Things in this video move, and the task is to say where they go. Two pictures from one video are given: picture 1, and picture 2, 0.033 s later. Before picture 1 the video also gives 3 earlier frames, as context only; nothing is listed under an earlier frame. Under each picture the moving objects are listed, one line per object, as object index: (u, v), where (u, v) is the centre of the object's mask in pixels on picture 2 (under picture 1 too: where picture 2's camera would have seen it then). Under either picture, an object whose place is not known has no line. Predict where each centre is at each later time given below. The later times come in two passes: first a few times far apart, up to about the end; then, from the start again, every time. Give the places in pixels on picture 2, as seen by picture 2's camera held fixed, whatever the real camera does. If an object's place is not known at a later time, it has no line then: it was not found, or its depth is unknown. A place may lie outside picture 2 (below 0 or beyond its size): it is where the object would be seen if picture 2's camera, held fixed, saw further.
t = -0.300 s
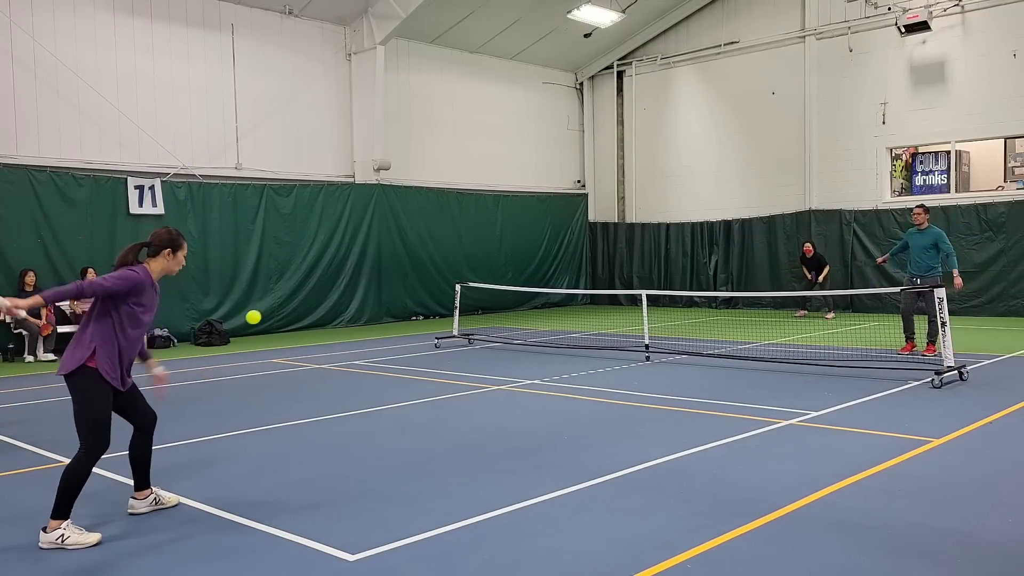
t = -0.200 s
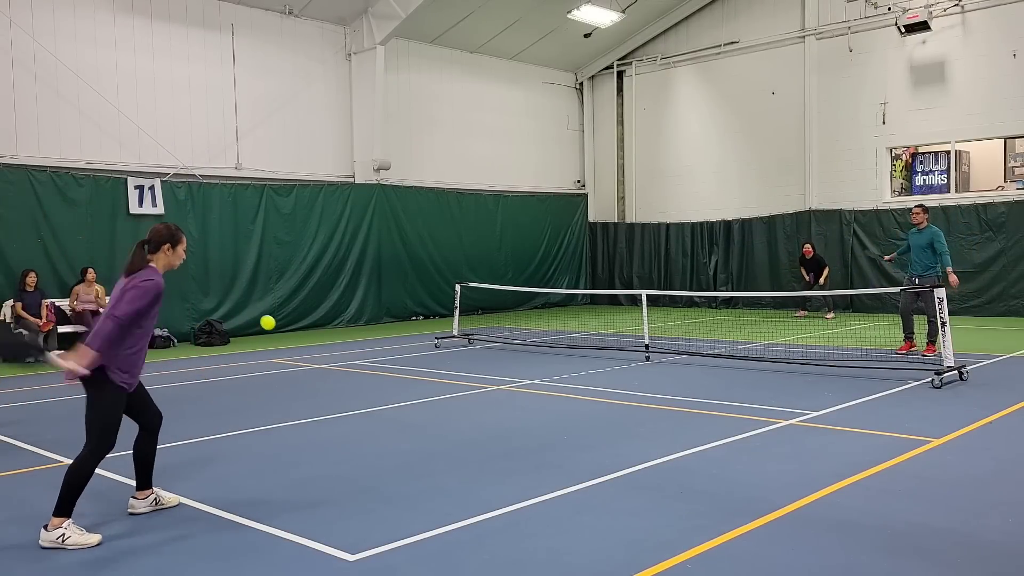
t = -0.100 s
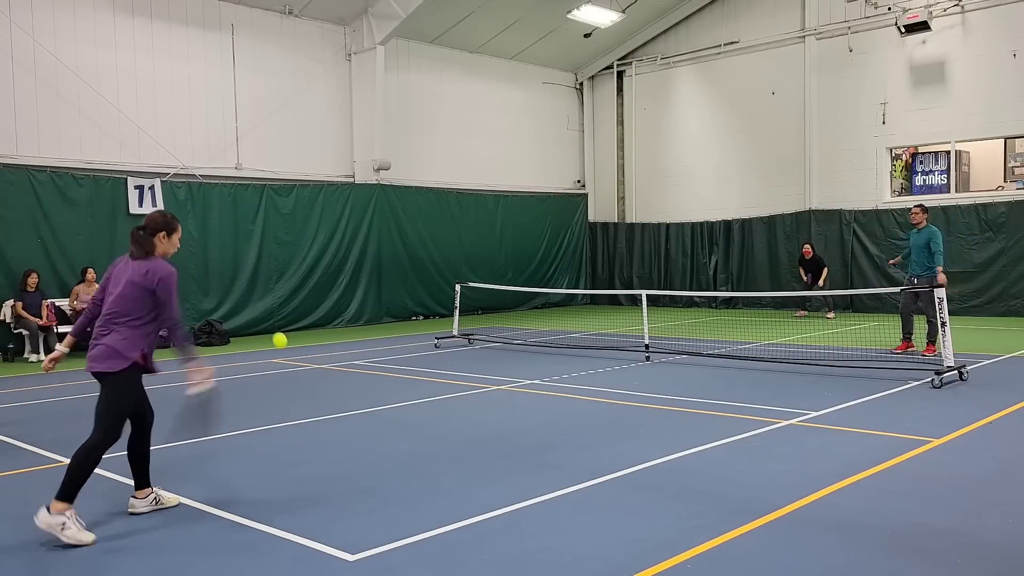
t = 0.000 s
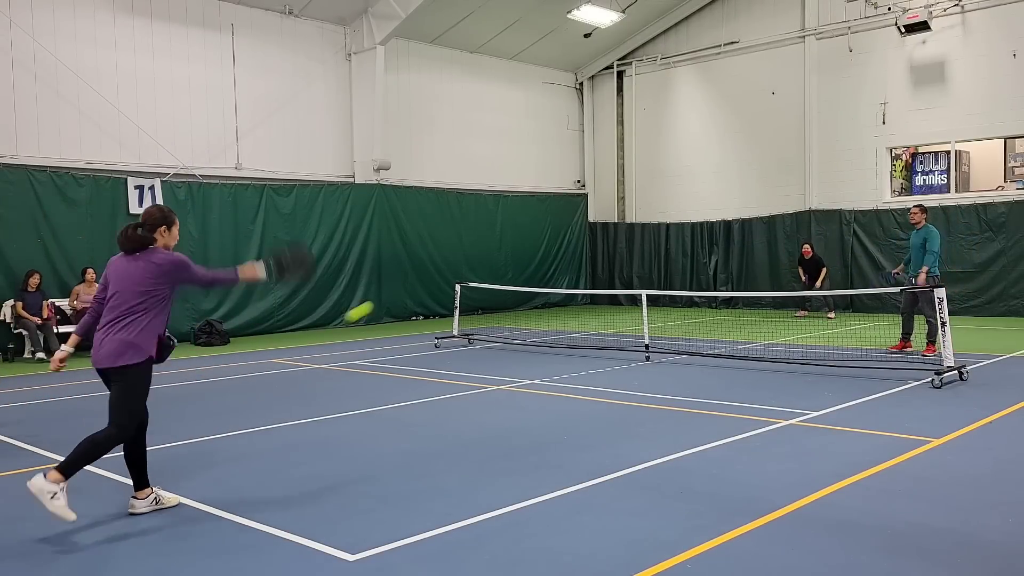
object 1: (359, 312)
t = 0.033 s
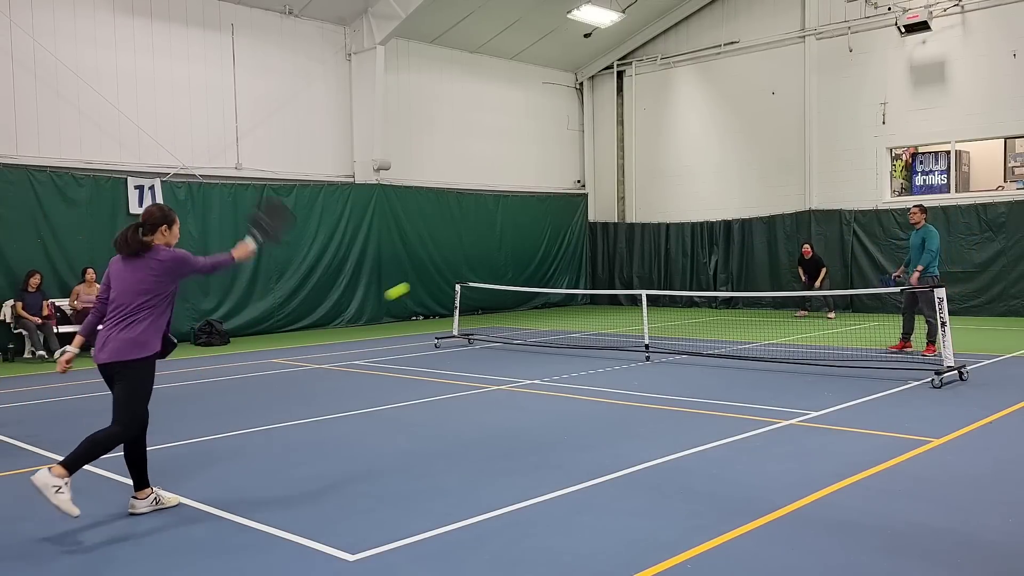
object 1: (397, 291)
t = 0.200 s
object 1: (523, 246)
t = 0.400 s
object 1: (605, 256)
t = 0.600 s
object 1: (654, 297)
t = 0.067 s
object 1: (429, 275)
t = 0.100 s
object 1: (457, 264)
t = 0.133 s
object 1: (482, 255)
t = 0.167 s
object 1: (504, 250)
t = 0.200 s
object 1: (523, 246)
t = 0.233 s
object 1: (540, 244)
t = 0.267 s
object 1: (556, 244)
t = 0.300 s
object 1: (569, 246)
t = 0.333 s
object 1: (582, 248)
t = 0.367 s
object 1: (594, 252)
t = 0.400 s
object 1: (605, 256)
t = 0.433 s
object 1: (614, 261)
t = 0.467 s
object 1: (623, 267)
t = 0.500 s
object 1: (632, 273)
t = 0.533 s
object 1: (639, 281)
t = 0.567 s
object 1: (646, 287)
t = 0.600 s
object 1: (654, 297)
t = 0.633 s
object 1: (660, 304)
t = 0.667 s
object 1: (666, 313)
